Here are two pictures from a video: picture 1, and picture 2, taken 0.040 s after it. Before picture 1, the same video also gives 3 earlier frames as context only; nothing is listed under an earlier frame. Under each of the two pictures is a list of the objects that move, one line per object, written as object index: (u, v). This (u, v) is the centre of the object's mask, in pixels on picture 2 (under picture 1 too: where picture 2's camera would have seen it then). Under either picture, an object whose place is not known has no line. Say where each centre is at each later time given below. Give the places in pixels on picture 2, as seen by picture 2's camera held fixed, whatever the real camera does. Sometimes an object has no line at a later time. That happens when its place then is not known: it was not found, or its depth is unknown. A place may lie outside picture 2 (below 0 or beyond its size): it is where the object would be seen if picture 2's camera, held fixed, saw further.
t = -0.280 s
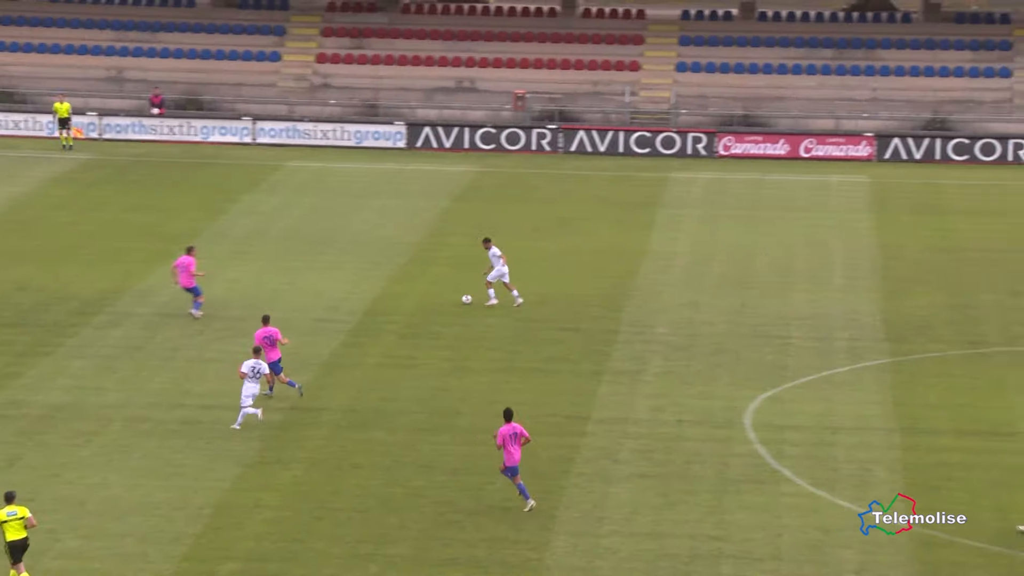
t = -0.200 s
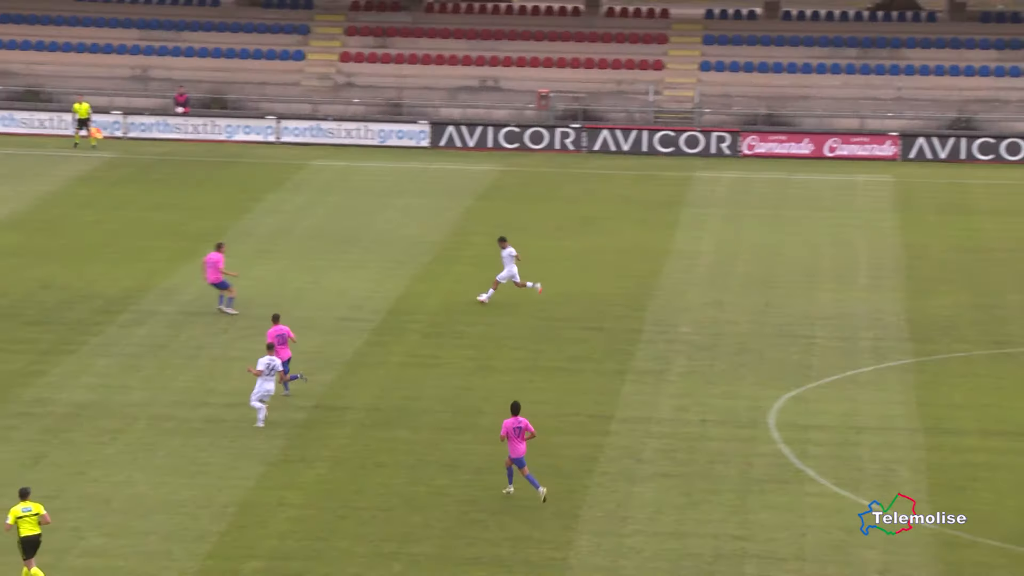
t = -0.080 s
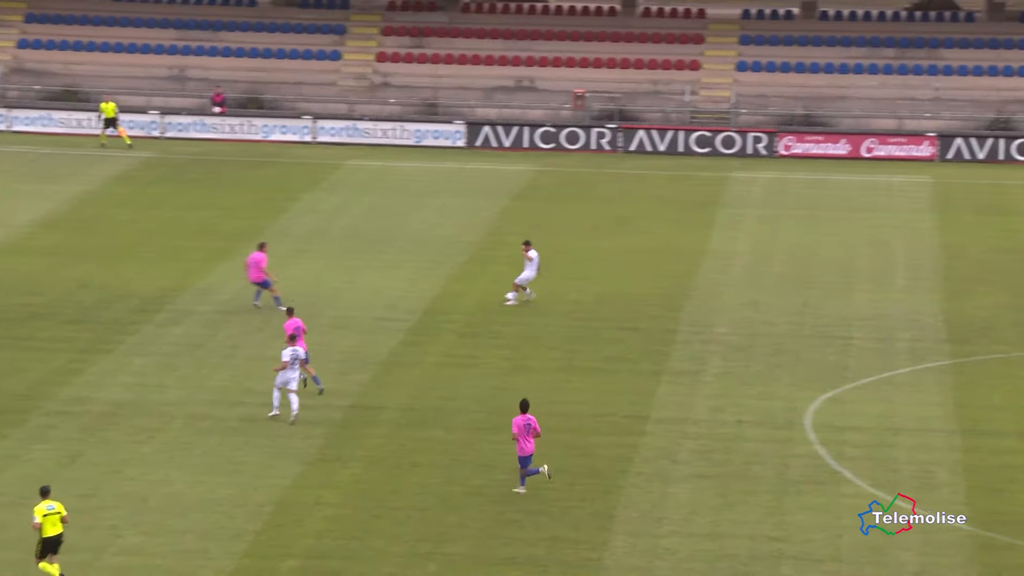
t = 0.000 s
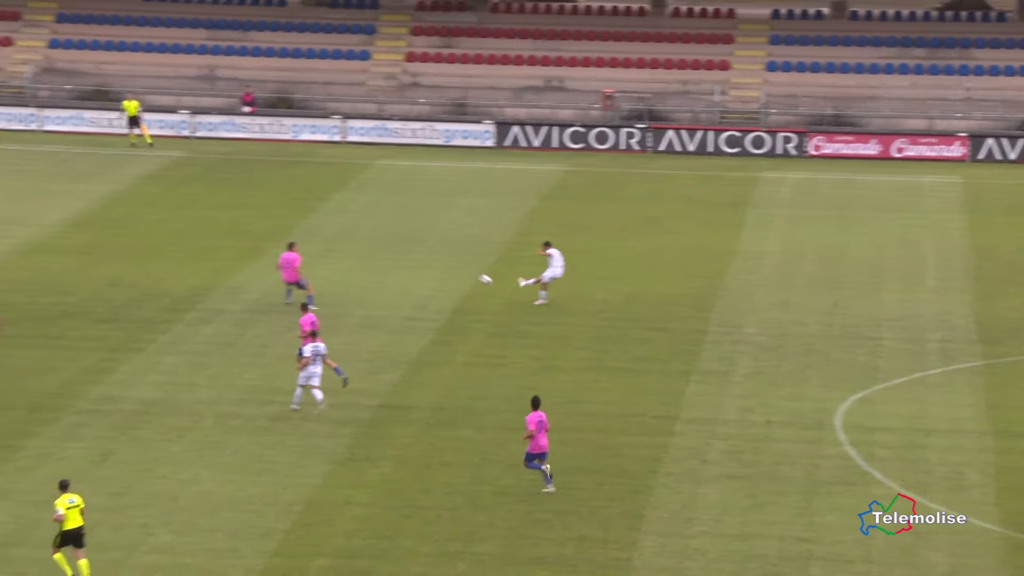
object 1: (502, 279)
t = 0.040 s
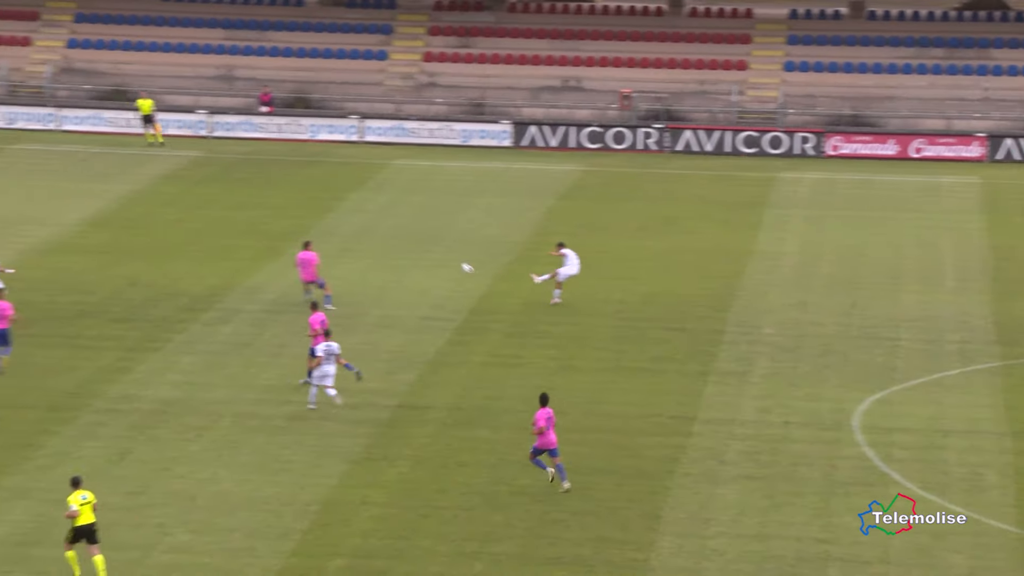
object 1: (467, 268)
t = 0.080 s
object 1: (432, 257)
